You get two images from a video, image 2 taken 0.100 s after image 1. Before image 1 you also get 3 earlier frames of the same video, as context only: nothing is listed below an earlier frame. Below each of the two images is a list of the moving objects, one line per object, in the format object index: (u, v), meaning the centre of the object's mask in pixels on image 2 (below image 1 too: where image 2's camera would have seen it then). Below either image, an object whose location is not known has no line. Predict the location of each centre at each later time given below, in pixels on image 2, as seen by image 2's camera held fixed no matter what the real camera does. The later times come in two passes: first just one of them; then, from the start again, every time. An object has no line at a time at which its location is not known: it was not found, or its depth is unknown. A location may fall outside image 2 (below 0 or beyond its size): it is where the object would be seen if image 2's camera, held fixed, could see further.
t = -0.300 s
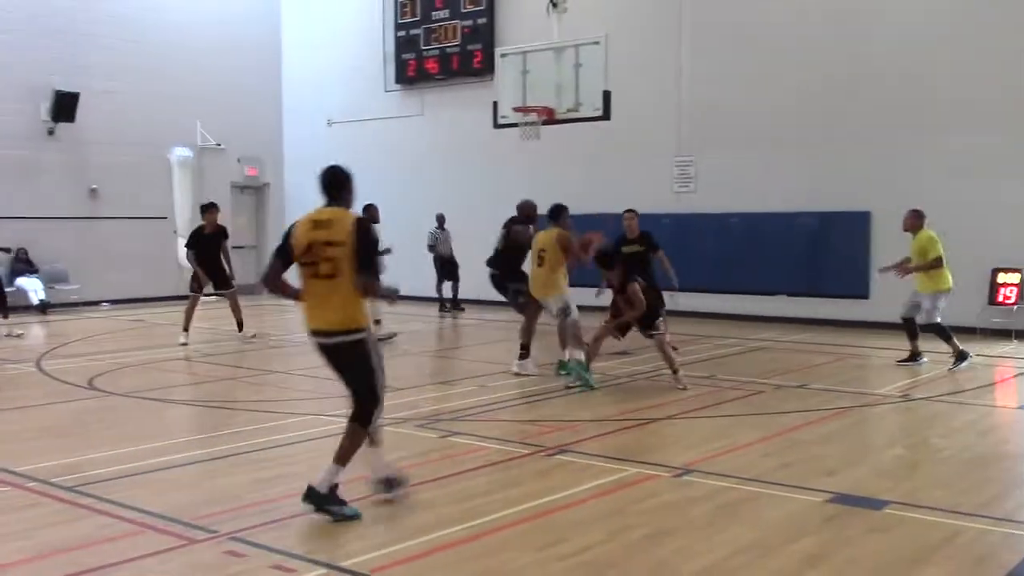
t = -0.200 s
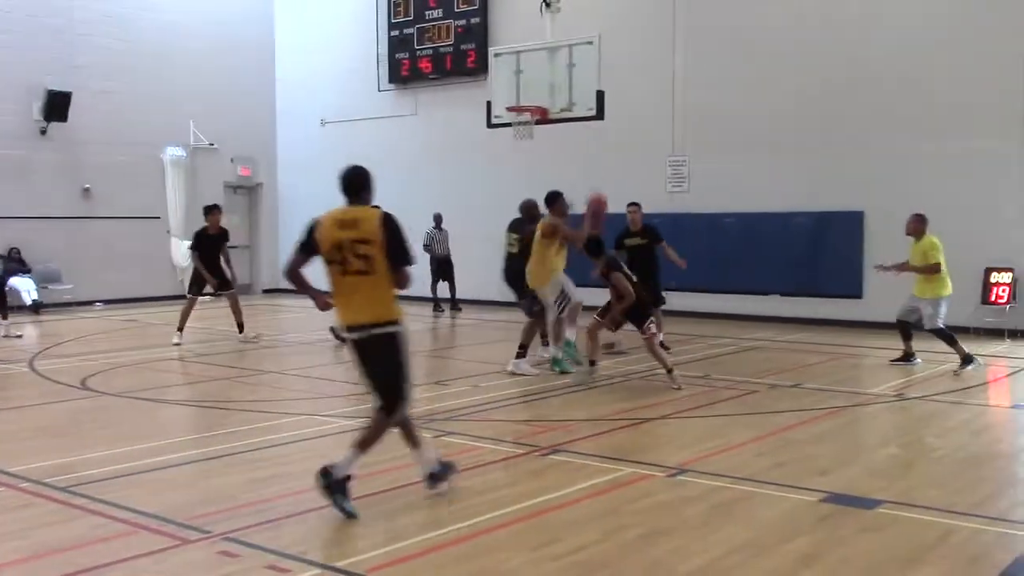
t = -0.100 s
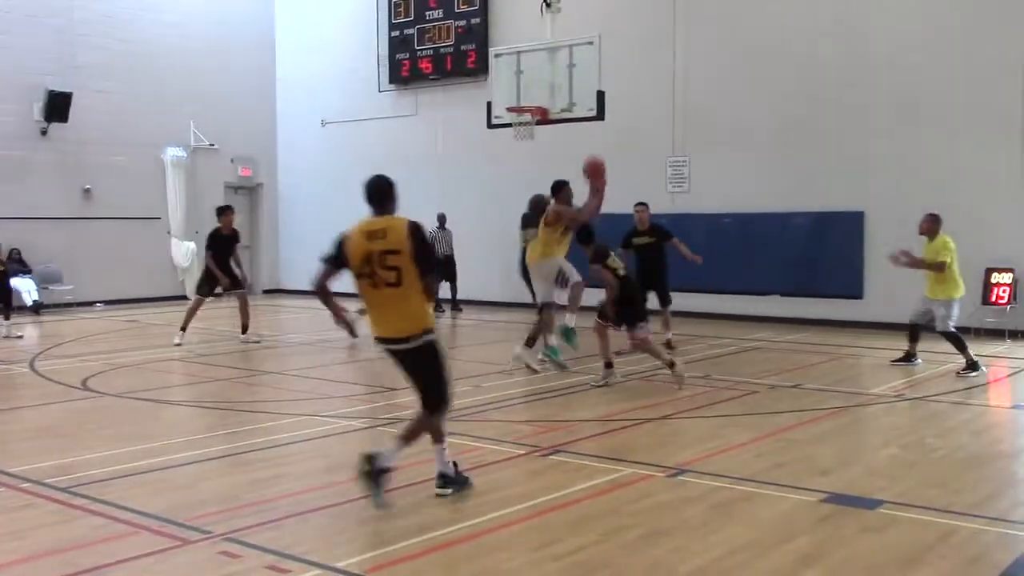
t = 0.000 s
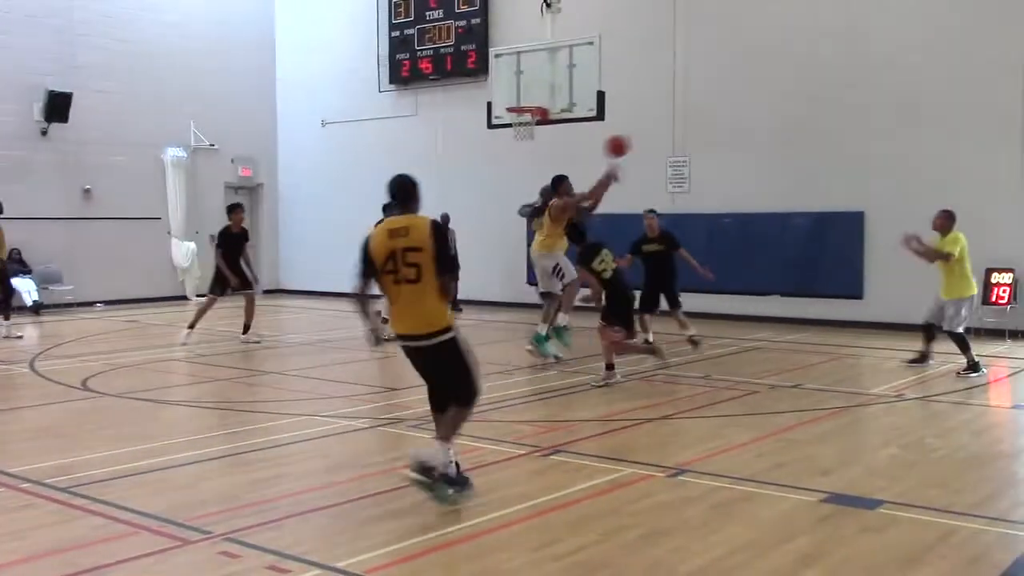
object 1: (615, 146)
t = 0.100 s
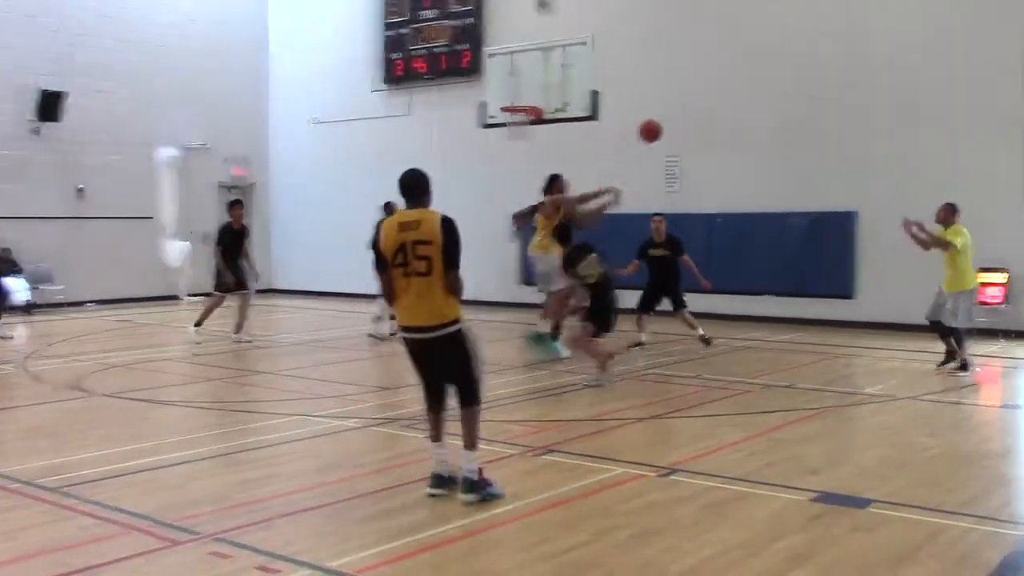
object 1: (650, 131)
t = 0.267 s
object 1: (706, 127)
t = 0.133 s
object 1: (662, 128)
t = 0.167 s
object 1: (673, 126)
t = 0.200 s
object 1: (683, 125)
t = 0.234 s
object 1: (694, 126)
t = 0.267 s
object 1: (706, 127)
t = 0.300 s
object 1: (719, 129)
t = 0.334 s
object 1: (731, 133)
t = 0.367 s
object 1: (741, 137)
